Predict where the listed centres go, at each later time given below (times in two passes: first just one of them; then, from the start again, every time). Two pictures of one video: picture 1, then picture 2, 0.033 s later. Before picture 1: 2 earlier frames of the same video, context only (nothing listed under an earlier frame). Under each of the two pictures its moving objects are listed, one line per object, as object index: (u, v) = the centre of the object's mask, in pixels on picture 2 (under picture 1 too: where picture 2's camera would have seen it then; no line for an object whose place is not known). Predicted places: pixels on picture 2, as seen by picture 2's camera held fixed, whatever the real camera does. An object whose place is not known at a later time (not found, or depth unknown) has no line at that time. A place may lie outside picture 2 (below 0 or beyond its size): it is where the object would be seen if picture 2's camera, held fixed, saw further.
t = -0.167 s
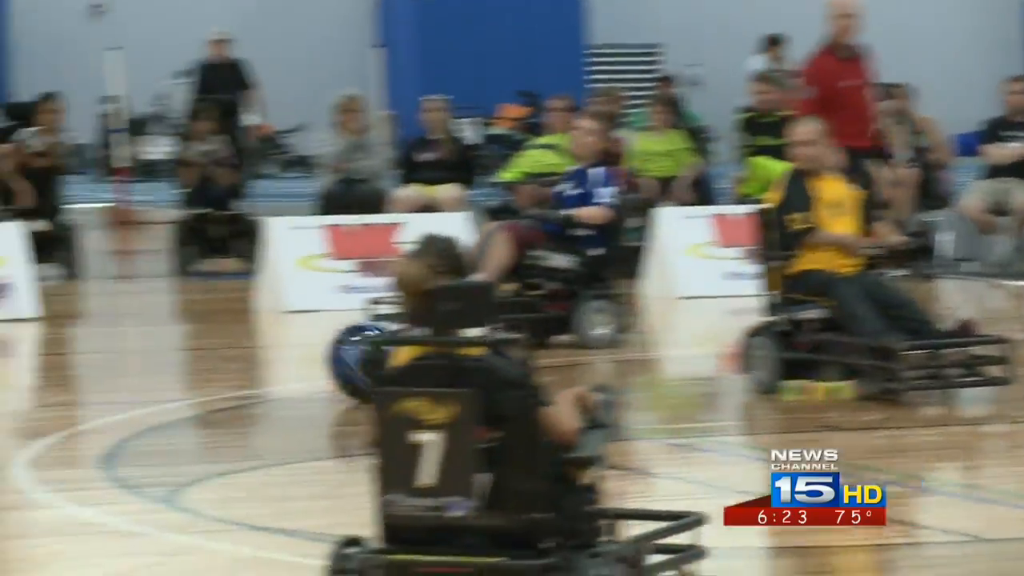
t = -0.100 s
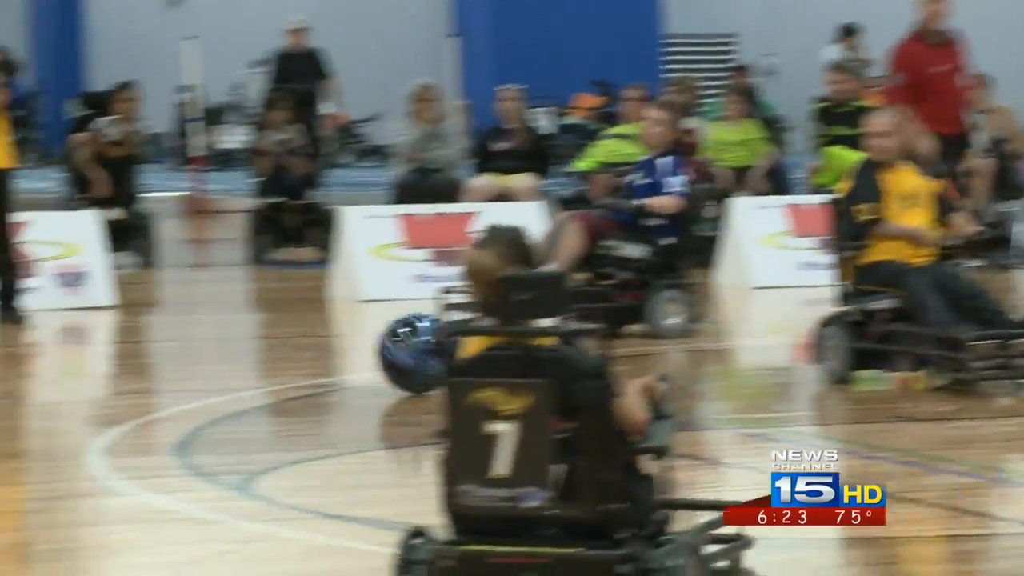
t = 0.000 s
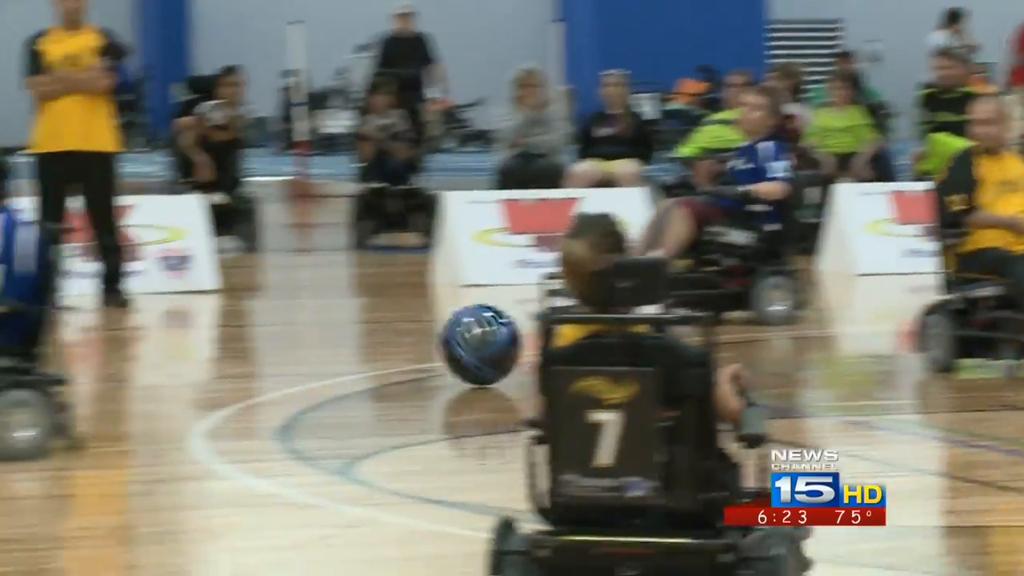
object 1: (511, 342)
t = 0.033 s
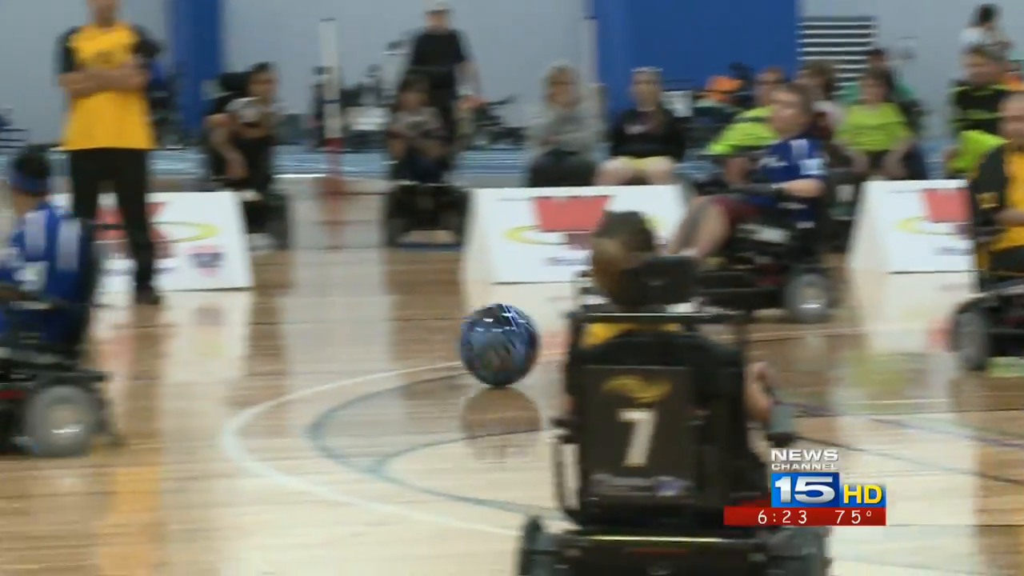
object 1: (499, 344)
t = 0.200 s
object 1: (435, 354)
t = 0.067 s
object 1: (486, 345)
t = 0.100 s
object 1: (474, 347)
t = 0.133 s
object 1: (461, 350)
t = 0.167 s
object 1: (448, 351)
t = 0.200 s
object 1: (435, 354)
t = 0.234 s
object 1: (421, 355)
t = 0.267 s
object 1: (408, 358)
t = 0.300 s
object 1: (394, 359)
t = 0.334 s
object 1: (380, 362)
